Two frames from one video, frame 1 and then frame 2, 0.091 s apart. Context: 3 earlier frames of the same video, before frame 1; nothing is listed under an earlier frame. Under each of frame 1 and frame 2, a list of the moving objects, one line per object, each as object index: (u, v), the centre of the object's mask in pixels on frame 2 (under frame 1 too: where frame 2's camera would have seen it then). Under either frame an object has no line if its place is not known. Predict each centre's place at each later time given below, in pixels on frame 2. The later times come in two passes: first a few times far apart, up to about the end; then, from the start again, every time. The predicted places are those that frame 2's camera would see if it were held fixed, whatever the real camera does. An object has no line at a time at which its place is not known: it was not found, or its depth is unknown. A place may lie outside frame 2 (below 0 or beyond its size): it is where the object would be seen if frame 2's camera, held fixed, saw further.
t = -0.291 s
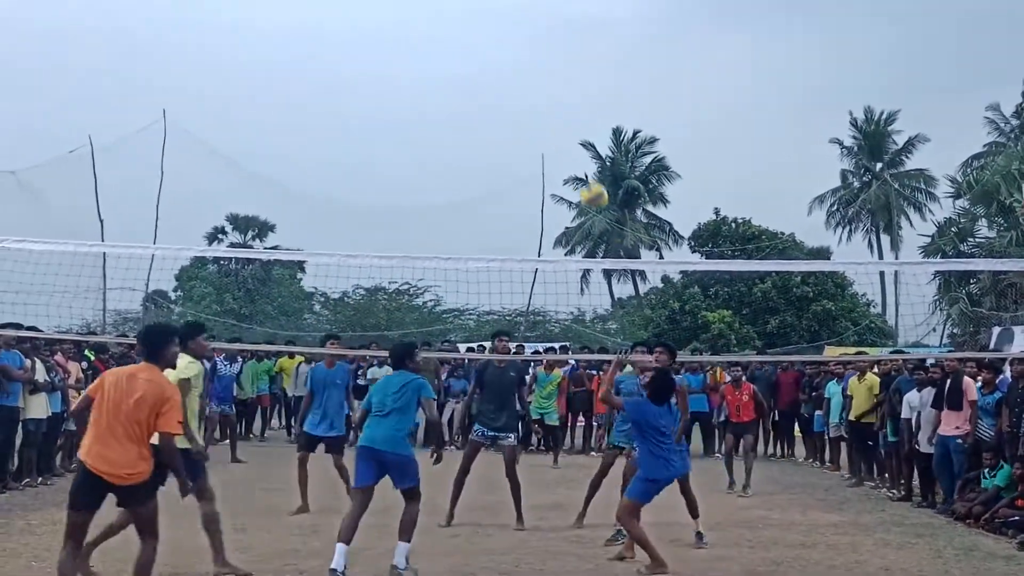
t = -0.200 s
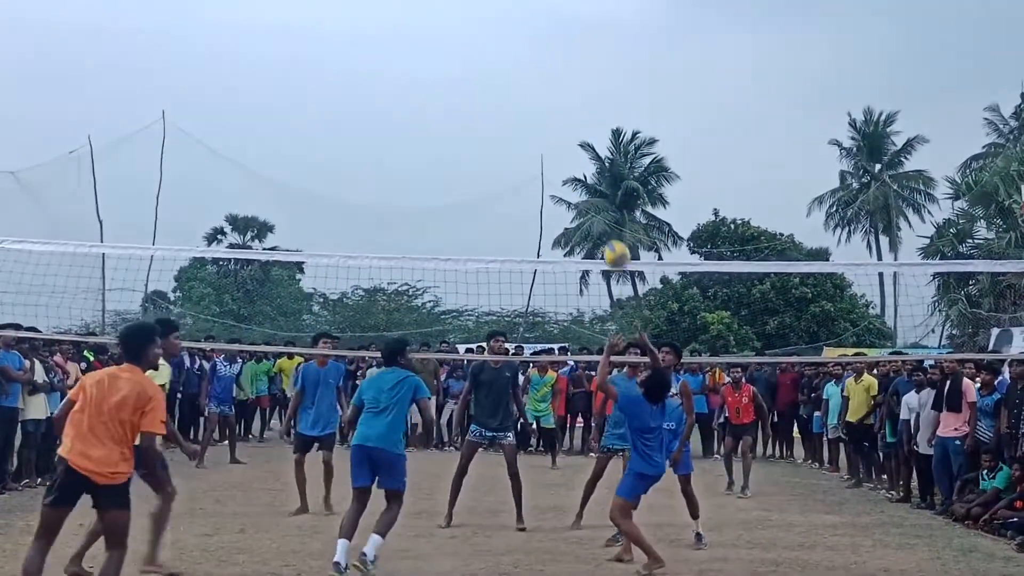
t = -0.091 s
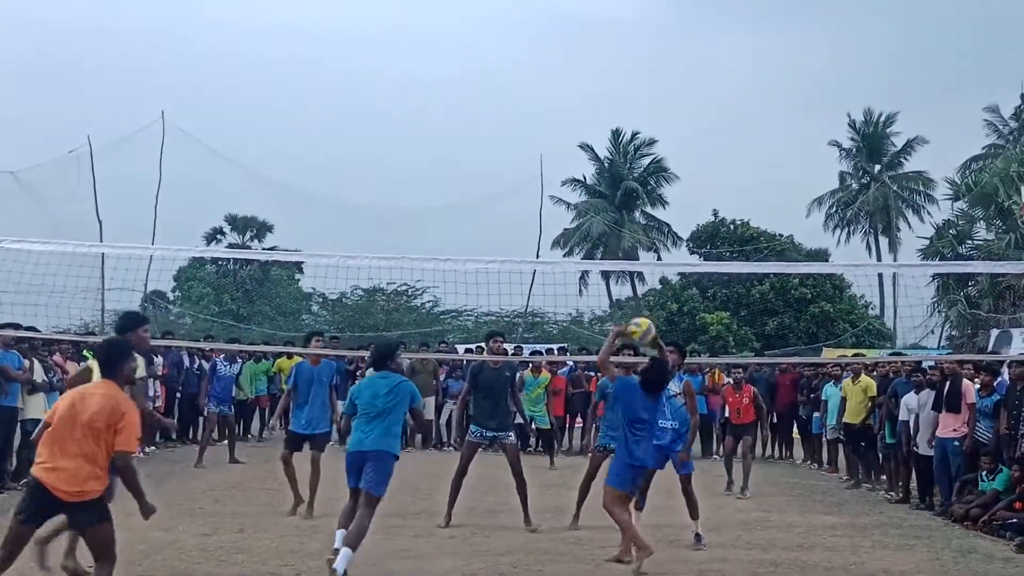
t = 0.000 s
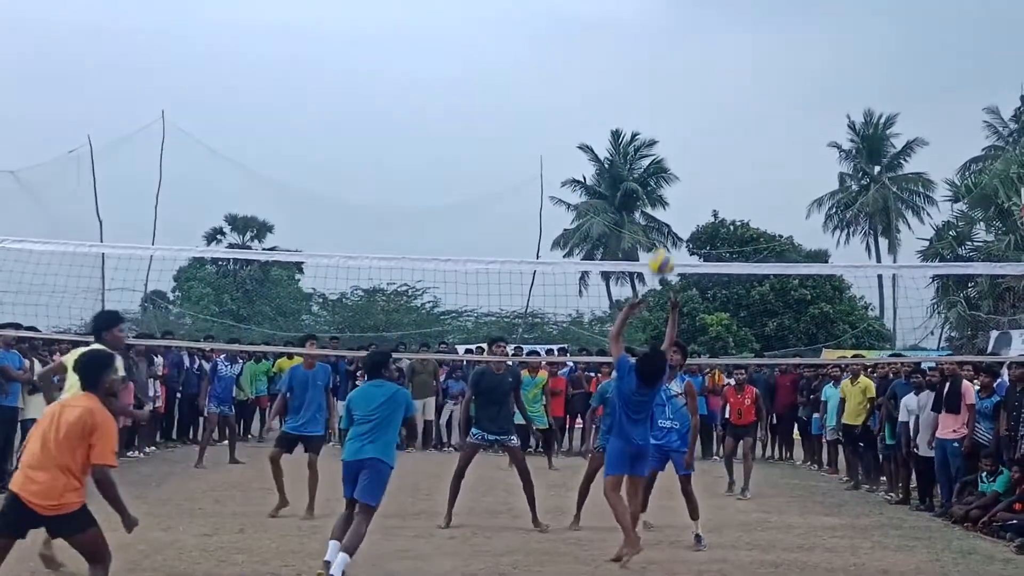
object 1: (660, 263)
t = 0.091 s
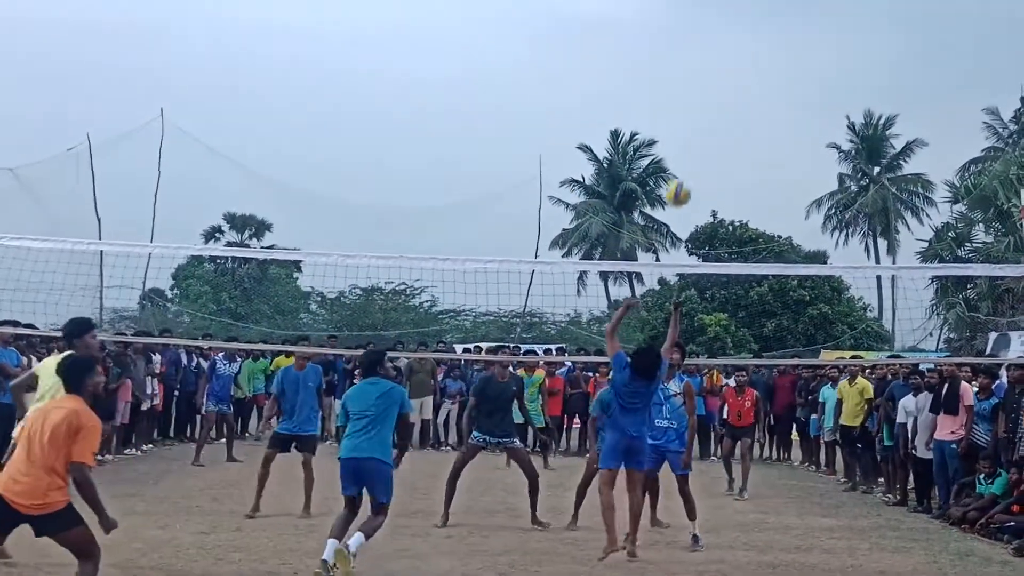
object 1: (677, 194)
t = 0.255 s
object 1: (707, 96)
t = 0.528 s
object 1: (753, 10)
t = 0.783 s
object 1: (797, 11)
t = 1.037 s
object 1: (839, 88)
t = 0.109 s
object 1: (681, 182)
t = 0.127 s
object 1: (685, 170)
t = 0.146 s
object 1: (688, 158)
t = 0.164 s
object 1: (691, 146)
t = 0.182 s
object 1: (695, 135)
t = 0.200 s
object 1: (697, 125)
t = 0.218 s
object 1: (701, 115)
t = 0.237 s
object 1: (704, 105)
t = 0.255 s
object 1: (707, 96)
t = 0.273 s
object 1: (711, 87)
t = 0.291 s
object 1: (714, 79)
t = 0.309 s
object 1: (717, 71)
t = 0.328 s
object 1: (721, 64)
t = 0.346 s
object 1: (724, 57)
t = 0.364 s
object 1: (727, 50)
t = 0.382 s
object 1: (730, 44)
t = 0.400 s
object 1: (732, 39)
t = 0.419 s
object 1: (736, 33)
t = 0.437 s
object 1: (739, 28)
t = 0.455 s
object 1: (742, 24)
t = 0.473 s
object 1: (745, 19)
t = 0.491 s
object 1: (748, 16)
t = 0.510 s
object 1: (751, 12)
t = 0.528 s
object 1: (753, 10)
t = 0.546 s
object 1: (757, 7)
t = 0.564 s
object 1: (760, 5)
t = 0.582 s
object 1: (764, 3)
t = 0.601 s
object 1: (767, 1)
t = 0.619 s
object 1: (770, 1)
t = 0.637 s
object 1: (772, 0)
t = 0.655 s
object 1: (775, 1)
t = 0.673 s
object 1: (778, 2)
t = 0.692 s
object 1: (782, 1)
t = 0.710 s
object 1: (785, 1)
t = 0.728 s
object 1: (788, 4)
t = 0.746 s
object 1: (791, 5)
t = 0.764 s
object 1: (795, 8)
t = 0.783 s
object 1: (797, 11)
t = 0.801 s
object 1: (800, 14)
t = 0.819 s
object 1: (803, 17)
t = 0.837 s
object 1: (806, 21)
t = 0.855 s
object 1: (809, 25)
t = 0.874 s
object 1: (812, 29)
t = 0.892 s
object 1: (815, 34)
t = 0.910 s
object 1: (818, 40)
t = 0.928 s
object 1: (821, 45)
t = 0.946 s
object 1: (824, 51)
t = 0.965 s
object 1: (827, 58)
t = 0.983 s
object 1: (830, 65)
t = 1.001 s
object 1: (834, 72)
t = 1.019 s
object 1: (836, 80)
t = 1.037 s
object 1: (839, 88)
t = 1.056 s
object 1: (842, 96)
